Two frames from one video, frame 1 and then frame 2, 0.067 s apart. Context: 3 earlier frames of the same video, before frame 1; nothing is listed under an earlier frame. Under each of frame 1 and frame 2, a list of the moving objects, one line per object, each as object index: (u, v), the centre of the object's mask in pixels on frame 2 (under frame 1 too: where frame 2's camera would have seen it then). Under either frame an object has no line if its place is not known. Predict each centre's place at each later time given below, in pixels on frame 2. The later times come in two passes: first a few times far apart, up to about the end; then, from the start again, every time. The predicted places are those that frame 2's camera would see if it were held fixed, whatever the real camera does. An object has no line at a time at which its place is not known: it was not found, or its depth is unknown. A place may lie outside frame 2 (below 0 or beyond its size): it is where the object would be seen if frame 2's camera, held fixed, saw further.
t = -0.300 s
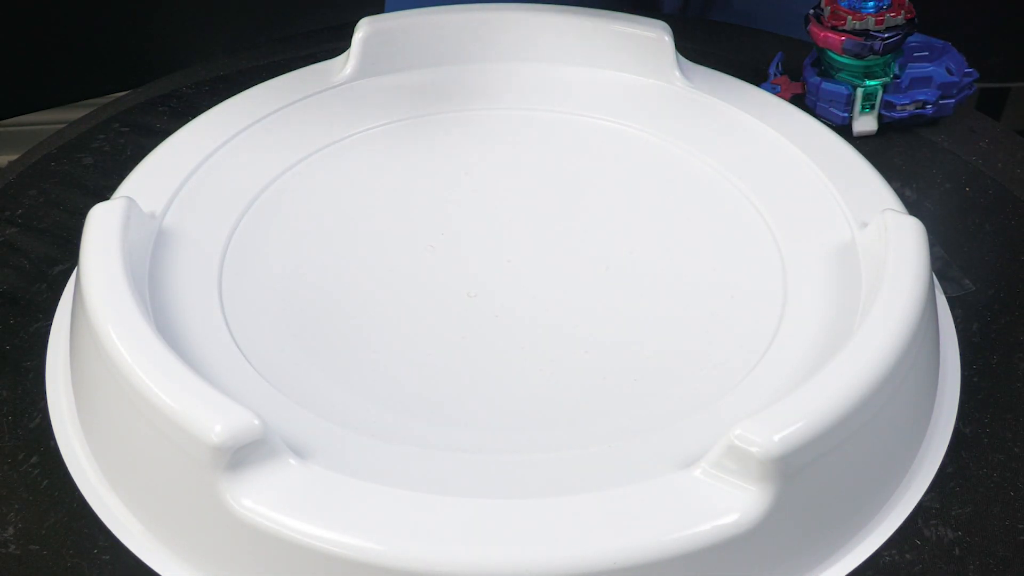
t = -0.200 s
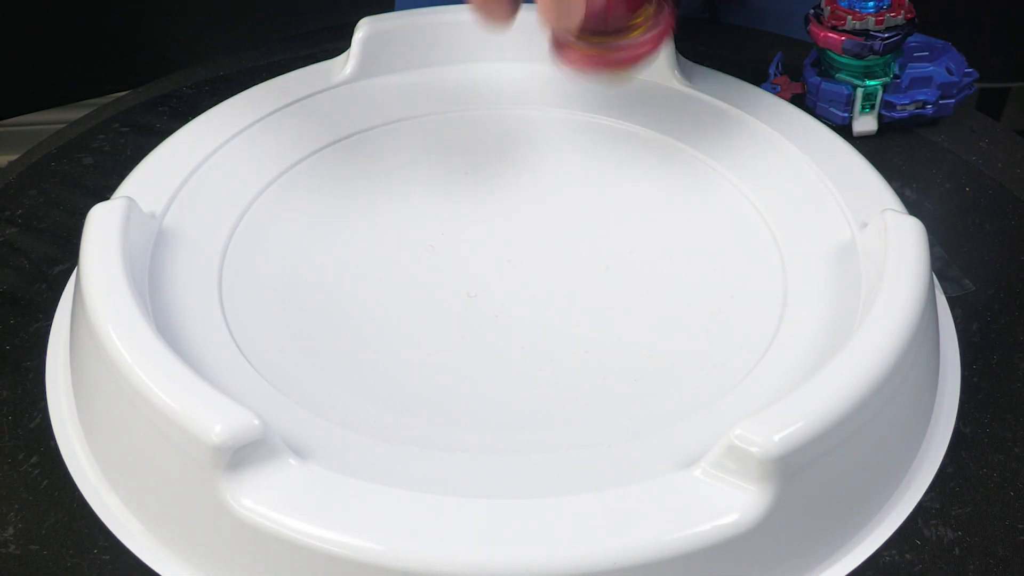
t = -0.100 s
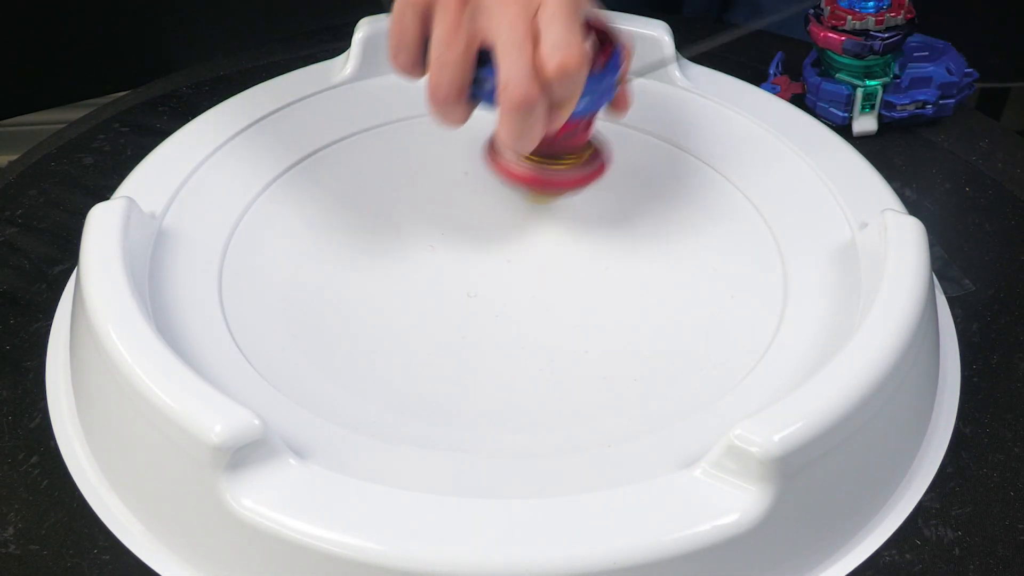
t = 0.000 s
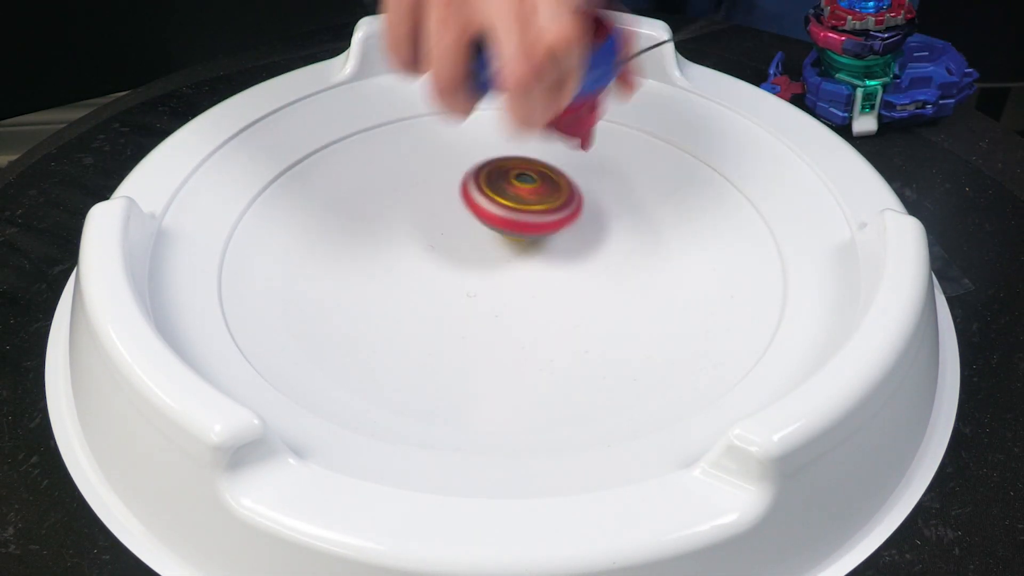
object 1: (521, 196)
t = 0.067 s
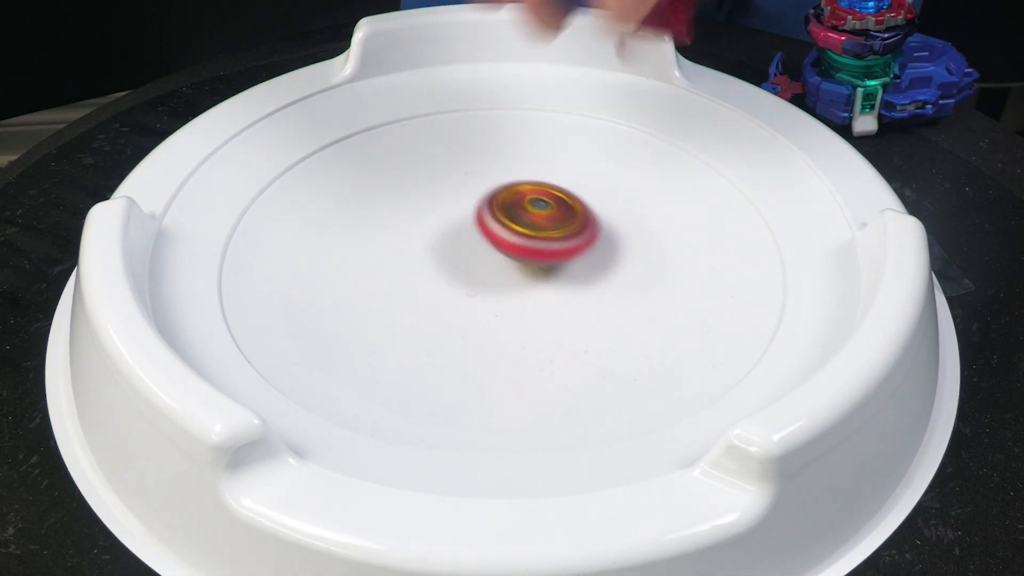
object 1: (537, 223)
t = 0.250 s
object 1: (585, 304)
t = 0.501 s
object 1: (456, 356)
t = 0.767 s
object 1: (408, 267)
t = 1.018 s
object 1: (595, 230)
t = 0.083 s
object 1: (544, 228)
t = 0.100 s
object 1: (551, 239)
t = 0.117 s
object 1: (558, 249)
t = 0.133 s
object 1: (567, 256)
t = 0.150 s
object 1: (574, 263)
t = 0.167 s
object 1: (578, 268)
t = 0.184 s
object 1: (584, 278)
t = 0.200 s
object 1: (585, 282)
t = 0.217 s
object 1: (587, 290)
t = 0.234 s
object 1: (586, 297)
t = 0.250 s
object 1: (585, 304)
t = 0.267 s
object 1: (582, 313)
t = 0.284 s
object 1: (577, 319)
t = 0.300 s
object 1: (572, 327)
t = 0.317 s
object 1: (565, 332)
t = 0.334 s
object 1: (557, 339)
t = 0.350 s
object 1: (550, 343)
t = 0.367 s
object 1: (541, 346)
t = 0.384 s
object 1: (531, 351)
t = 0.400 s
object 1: (520, 353)
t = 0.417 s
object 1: (511, 356)
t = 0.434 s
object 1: (500, 357)
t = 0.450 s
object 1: (489, 358)
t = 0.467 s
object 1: (478, 358)
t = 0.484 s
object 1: (467, 357)
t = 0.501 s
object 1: (456, 356)
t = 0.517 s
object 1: (445, 354)
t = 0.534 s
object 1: (434, 351)
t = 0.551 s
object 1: (424, 347)
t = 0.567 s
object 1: (415, 343)
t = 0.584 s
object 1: (406, 337)
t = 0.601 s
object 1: (399, 332)
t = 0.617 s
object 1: (394, 324)
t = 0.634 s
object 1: (390, 319)
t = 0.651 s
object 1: (387, 312)
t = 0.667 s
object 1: (386, 305)
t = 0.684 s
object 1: (385, 299)
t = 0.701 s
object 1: (387, 292)
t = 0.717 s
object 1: (390, 285)
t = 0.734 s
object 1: (395, 278)
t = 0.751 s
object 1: (401, 272)
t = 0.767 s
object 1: (408, 267)
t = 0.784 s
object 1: (416, 261)
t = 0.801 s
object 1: (426, 255)
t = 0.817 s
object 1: (436, 251)
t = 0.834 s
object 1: (447, 246)
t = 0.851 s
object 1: (459, 241)
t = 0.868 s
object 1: (471, 238)
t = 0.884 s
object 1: (485, 235)
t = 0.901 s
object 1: (498, 232)
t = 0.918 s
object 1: (511, 230)
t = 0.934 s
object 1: (526, 229)
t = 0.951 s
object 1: (540, 228)
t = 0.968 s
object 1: (554, 228)
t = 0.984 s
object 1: (568, 228)
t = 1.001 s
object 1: (581, 229)
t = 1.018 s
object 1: (595, 230)
